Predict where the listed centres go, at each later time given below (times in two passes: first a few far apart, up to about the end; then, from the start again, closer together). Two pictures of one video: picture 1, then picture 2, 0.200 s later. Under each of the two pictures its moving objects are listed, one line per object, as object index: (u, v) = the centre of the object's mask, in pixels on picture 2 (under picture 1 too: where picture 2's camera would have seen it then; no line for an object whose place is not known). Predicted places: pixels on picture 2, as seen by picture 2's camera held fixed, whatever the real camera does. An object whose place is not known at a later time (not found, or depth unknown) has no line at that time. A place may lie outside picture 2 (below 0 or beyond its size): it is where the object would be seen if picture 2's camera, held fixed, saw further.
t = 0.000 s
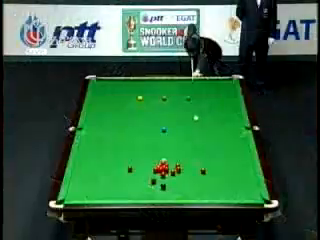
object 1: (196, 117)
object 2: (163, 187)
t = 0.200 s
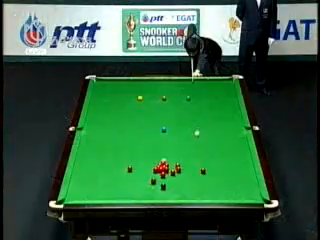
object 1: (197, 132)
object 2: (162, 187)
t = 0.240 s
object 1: (196, 136)
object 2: (163, 187)
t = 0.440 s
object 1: (198, 152)
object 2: (163, 187)
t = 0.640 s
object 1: (196, 169)
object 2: (163, 187)
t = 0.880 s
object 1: (176, 180)
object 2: (163, 187)
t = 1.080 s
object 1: (169, 190)
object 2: (153, 188)
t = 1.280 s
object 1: (168, 197)
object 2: (140, 190)
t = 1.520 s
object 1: (167, 193)
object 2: (124, 192)
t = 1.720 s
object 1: (165, 187)
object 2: (111, 194)
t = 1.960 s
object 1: (164, 181)
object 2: (96, 196)
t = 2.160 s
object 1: (163, 177)
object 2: (84, 197)
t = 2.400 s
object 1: (164, 176)
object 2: (70, 198)
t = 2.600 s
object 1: (164, 175)
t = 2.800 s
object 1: (163, 174)
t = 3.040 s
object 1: (163, 174)
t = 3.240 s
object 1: (164, 174)
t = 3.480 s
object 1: (163, 174)
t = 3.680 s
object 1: (163, 174)
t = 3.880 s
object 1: (163, 173)
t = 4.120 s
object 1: (163, 173)
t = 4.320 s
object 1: (163, 173)
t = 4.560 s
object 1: (163, 174)
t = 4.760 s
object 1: (163, 174)
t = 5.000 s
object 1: (163, 173)
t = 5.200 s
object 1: (163, 173)
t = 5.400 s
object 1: (163, 174)
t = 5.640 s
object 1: (163, 174)
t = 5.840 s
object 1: (163, 173)
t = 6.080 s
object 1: (163, 173)
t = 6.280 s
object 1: (163, 174)
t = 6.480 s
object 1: (163, 174)
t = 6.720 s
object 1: (163, 174)
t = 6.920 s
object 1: (163, 173)
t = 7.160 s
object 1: (163, 173)
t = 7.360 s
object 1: (163, 173)
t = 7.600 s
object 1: (163, 173)
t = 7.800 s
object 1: (163, 173)
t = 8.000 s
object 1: (163, 173)
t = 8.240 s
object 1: (163, 173)
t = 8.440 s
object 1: (163, 173)
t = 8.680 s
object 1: (163, 173)
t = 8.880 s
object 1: (163, 173)
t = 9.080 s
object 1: (163, 173)
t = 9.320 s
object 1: (163, 173)
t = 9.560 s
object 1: (163, 173)
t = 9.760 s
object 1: (163, 173)
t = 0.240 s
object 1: (196, 136)
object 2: (163, 187)
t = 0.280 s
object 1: (197, 139)
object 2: (163, 187)
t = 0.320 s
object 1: (197, 142)
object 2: (163, 187)
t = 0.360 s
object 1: (197, 145)
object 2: (163, 187)
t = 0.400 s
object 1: (197, 149)
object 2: (163, 187)
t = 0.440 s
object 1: (198, 152)
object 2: (163, 187)
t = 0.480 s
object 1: (197, 156)
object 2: (163, 187)
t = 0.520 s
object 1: (198, 159)
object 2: (163, 187)
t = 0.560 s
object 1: (198, 163)
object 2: (163, 187)
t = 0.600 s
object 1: (198, 167)
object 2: (163, 187)
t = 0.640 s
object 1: (196, 169)
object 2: (163, 187)
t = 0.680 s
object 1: (192, 171)
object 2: (163, 187)
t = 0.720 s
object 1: (189, 172)
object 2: (163, 187)
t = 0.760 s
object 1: (185, 174)
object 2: (163, 187)
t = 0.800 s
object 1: (182, 176)
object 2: (163, 187)
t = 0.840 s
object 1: (179, 178)
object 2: (163, 187)
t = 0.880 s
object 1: (176, 180)
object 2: (163, 187)
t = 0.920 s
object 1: (172, 183)
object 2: (163, 187)
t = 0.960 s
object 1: (170, 185)
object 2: (163, 187)
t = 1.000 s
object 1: (169, 187)
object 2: (160, 188)
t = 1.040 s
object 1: (169, 188)
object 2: (157, 188)
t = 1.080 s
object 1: (169, 190)
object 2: (153, 188)
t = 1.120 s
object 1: (169, 191)
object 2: (150, 188)
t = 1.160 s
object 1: (169, 193)
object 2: (147, 189)
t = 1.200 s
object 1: (169, 195)
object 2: (145, 189)
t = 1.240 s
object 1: (168, 196)
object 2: (142, 189)
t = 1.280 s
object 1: (168, 197)
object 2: (140, 190)
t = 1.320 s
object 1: (168, 198)
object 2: (137, 190)
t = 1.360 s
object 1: (167, 197)
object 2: (134, 191)
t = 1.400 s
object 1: (167, 196)
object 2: (131, 191)
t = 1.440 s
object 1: (167, 195)
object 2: (129, 192)
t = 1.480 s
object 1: (167, 194)
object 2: (126, 192)
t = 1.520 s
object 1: (167, 193)
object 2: (124, 192)
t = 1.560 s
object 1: (166, 191)
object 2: (121, 193)
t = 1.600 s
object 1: (166, 191)
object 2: (118, 193)
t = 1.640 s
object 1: (166, 189)
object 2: (116, 193)
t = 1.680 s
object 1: (166, 188)
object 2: (114, 194)
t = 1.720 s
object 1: (165, 187)
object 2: (111, 194)
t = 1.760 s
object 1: (165, 186)
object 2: (108, 195)
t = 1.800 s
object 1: (165, 185)
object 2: (106, 195)
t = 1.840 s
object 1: (165, 184)
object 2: (103, 195)
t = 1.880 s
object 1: (165, 183)
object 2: (101, 196)
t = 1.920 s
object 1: (165, 182)
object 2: (98, 196)
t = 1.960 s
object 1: (164, 181)
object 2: (96, 196)
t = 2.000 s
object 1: (164, 180)
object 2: (94, 196)
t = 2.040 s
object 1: (164, 179)
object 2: (91, 196)
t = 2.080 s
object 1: (163, 178)
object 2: (88, 197)
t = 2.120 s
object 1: (163, 177)
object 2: (86, 197)
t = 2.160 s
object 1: (163, 177)
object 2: (84, 197)
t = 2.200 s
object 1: (163, 177)
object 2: (82, 197)
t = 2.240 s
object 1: (163, 176)
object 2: (79, 197)
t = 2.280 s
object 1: (164, 176)
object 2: (77, 198)
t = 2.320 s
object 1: (164, 176)
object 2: (75, 198)
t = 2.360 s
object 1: (164, 176)
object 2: (72, 198)
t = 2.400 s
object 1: (164, 176)
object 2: (70, 198)
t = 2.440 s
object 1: (163, 175)
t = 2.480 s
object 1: (163, 176)
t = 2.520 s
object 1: (163, 175)
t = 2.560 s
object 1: (164, 175)
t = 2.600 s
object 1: (164, 175)
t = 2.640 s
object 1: (164, 175)
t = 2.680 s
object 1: (164, 175)
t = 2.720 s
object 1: (164, 175)
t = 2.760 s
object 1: (163, 175)
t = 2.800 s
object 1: (163, 174)
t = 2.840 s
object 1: (163, 174)
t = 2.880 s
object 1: (163, 174)
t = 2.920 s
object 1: (163, 174)
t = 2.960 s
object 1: (163, 174)
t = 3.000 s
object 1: (163, 174)
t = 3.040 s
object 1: (163, 174)
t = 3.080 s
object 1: (164, 174)
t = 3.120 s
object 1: (163, 174)
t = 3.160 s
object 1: (164, 174)
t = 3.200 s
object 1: (164, 174)
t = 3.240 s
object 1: (164, 174)
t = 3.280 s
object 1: (163, 174)
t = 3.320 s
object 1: (163, 174)
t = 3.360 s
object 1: (163, 174)
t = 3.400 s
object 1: (163, 174)
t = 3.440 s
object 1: (163, 174)
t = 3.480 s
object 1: (163, 174)
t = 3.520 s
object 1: (163, 174)
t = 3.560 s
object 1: (163, 174)
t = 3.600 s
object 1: (163, 174)
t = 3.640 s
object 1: (163, 174)
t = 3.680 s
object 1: (163, 174)
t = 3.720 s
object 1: (163, 174)
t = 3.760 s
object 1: (163, 174)
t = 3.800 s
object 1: (163, 173)
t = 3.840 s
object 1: (163, 173)
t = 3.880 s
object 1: (163, 173)
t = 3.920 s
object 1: (163, 173)
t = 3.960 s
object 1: (163, 173)
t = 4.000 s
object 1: (163, 173)
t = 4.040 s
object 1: (163, 174)
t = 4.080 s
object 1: (163, 173)
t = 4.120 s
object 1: (163, 173)
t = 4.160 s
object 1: (163, 173)
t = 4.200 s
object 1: (163, 173)
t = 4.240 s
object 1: (163, 173)
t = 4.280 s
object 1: (163, 173)
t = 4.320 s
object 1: (163, 173)
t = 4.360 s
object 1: (163, 173)
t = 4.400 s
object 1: (163, 173)
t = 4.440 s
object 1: (163, 174)
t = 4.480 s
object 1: (163, 173)
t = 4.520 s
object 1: (163, 173)
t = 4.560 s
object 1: (163, 174)
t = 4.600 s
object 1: (163, 174)
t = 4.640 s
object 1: (163, 174)
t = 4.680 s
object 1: (163, 173)
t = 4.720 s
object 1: (163, 173)
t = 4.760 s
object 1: (163, 174)
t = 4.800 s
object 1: (163, 173)
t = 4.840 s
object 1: (163, 173)
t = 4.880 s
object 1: (163, 173)
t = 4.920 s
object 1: (163, 173)
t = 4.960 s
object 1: (163, 174)
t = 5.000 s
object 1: (163, 173)
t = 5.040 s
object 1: (163, 173)
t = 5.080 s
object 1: (163, 173)
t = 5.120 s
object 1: (163, 173)
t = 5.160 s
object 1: (163, 173)
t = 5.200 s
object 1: (163, 173)
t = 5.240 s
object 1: (163, 173)
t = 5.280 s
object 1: (163, 173)
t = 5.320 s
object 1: (163, 173)
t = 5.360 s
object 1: (163, 174)
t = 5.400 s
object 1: (163, 174)
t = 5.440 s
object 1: (163, 174)
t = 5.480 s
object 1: (163, 173)
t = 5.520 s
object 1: (163, 174)
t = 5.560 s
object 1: (163, 173)
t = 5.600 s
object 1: (163, 174)
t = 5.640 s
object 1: (163, 174)
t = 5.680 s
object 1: (163, 173)
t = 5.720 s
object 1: (163, 174)
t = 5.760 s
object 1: (163, 173)
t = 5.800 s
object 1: (163, 174)
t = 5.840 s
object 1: (163, 173)
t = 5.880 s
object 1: (163, 173)
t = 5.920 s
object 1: (163, 173)
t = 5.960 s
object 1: (163, 174)
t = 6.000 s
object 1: (163, 174)
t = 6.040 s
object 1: (163, 173)
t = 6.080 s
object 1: (163, 173)
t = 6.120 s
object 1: (163, 174)
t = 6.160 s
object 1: (163, 174)
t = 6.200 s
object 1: (163, 173)
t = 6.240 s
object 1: (163, 174)
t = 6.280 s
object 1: (163, 174)
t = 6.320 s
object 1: (163, 173)
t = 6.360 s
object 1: (163, 174)
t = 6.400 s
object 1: (163, 174)
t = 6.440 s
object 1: (163, 174)
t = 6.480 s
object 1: (163, 174)
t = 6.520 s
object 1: (163, 174)
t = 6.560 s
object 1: (163, 174)
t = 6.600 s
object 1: (163, 174)
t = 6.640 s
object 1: (163, 174)
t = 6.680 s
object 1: (163, 174)
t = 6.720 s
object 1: (163, 174)
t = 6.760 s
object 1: (163, 174)
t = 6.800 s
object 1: (163, 174)
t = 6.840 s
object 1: (163, 174)
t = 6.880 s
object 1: (163, 173)
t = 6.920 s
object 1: (163, 173)
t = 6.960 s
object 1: (163, 173)
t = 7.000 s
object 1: (163, 173)
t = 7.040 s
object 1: (163, 173)
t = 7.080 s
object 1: (163, 173)
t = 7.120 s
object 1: (163, 173)
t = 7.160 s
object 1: (163, 173)
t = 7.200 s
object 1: (163, 173)
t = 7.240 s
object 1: (163, 173)
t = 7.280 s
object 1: (163, 173)
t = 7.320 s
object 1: (163, 173)
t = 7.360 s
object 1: (163, 173)
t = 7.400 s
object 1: (163, 173)
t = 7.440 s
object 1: (163, 173)
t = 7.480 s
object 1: (163, 173)
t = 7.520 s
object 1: (163, 173)
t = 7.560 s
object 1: (163, 173)
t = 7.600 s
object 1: (163, 173)
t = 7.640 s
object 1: (163, 173)
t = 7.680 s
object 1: (163, 173)
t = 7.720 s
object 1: (163, 173)
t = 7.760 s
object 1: (163, 173)
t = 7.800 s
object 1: (163, 173)
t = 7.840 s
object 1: (163, 173)
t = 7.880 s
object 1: (163, 173)
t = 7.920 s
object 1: (163, 173)
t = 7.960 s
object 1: (163, 173)
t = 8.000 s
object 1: (163, 173)
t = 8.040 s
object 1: (163, 173)
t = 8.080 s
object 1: (163, 173)
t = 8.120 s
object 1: (163, 173)
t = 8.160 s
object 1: (163, 173)
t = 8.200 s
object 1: (163, 173)
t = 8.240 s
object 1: (163, 173)
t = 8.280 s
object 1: (163, 173)
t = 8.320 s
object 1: (163, 173)
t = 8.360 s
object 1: (163, 173)
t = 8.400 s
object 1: (163, 173)
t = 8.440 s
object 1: (163, 173)
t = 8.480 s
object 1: (163, 173)
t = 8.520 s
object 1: (163, 173)
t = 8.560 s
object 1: (163, 173)
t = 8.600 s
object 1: (163, 173)
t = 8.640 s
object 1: (163, 173)
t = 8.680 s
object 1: (163, 173)
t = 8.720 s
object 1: (163, 173)
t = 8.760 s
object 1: (163, 173)
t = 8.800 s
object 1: (163, 173)
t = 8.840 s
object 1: (163, 173)
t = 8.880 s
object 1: (163, 173)
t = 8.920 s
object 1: (163, 173)
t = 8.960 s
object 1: (163, 173)
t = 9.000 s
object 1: (163, 173)
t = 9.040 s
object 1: (163, 173)
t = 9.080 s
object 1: (163, 173)
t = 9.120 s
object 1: (163, 173)
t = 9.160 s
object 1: (163, 173)
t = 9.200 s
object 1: (163, 173)
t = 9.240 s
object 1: (163, 173)
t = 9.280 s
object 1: (163, 173)
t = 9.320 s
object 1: (163, 173)
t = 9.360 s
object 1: (163, 173)
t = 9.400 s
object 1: (163, 173)
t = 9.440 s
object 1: (163, 173)
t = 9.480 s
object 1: (163, 173)
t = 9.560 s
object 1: (163, 173)
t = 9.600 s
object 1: (163, 173)
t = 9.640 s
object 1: (163, 173)
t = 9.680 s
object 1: (163, 173)
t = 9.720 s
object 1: (163, 173)
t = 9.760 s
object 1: (163, 173)
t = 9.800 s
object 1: (163, 173)
